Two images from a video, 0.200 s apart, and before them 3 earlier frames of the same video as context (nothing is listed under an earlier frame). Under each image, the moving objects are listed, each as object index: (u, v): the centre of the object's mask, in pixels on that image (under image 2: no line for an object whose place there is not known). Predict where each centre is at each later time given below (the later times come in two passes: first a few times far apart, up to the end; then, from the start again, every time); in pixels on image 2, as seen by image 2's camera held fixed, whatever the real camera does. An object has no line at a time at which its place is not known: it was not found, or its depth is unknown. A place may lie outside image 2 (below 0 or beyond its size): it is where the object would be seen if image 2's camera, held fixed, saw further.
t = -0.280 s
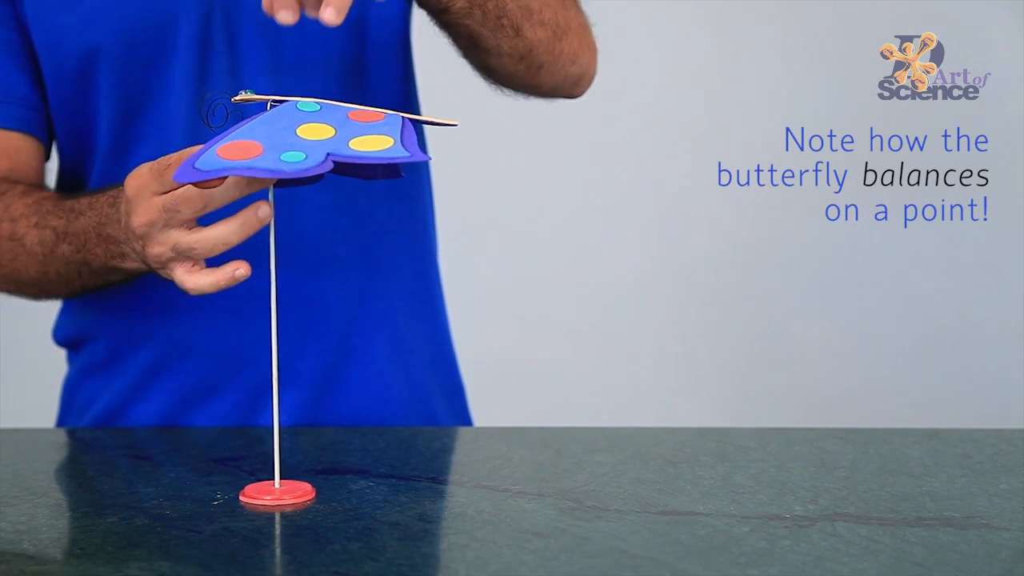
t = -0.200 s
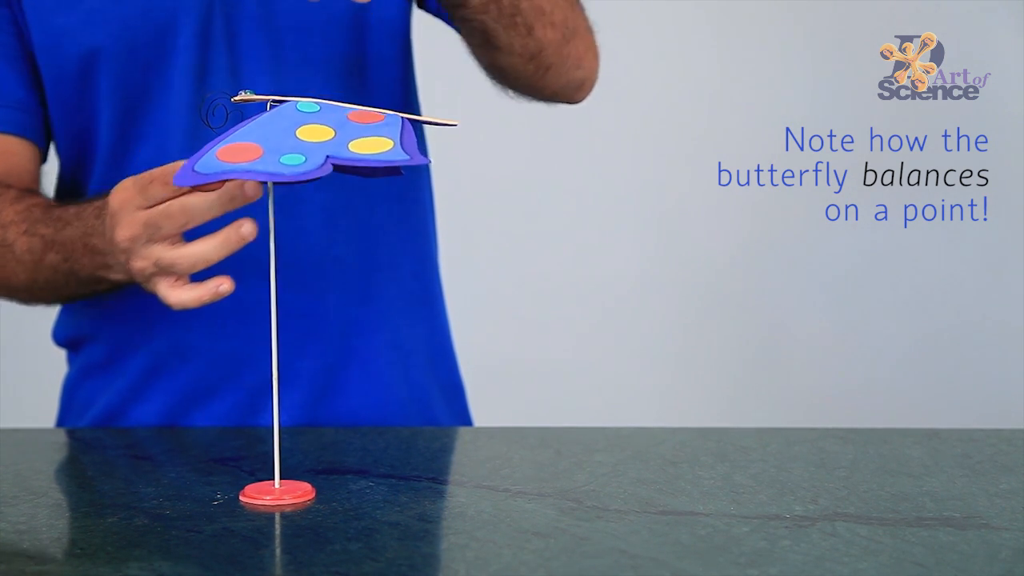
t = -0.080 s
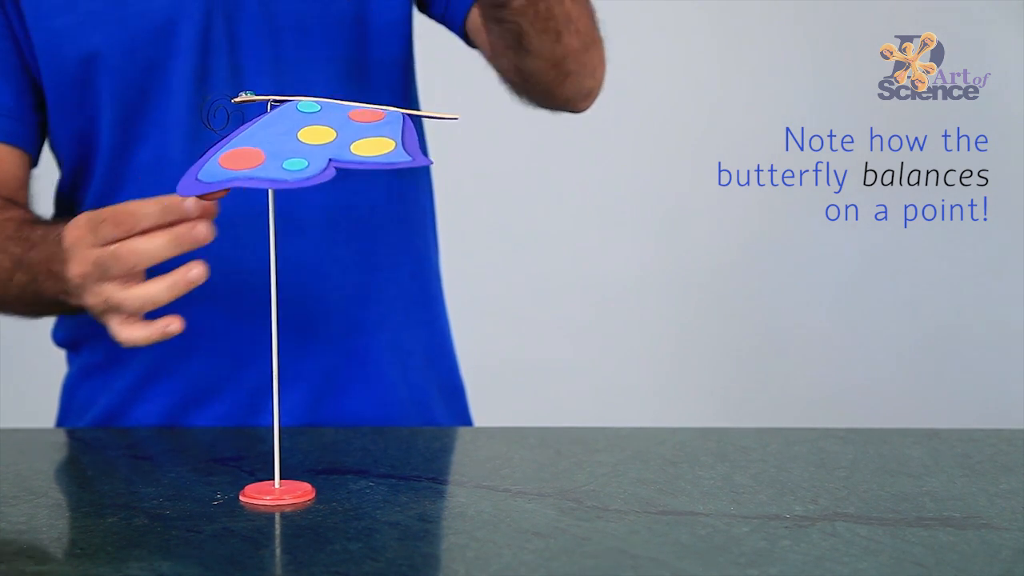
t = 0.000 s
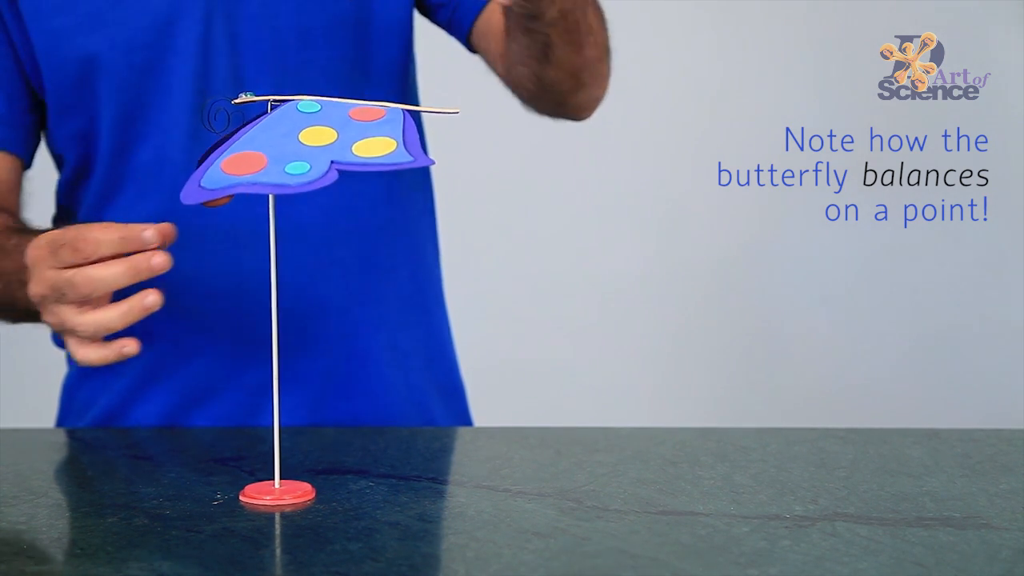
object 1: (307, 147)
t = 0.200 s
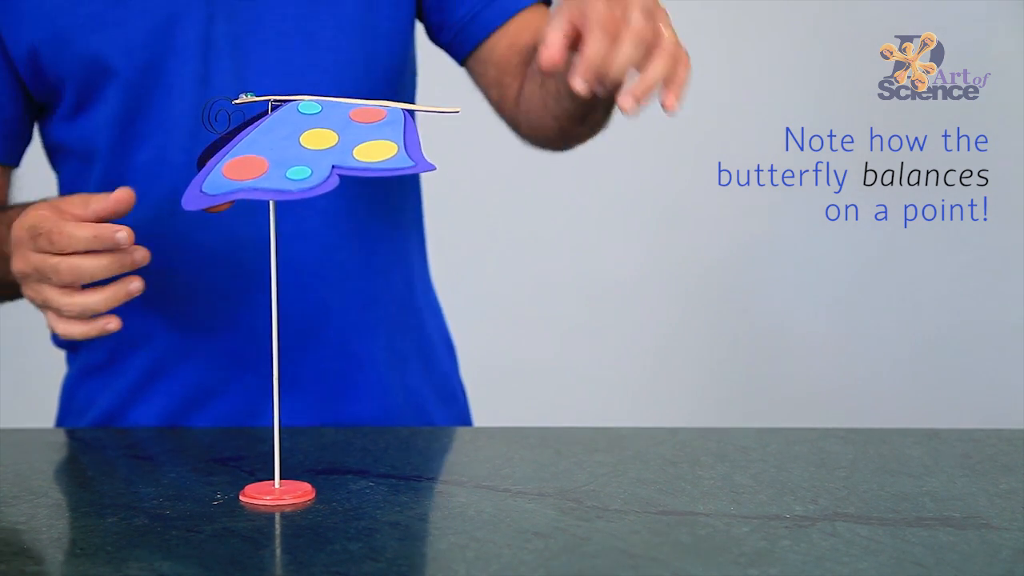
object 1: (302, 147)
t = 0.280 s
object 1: (301, 147)
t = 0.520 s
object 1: (306, 146)
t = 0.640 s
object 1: (310, 142)
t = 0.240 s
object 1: (306, 150)
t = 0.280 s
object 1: (301, 147)
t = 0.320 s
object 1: (300, 147)
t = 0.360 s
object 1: (304, 149)
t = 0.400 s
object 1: (304, 149)
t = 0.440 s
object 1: (304, 148)
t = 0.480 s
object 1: (306, 147)
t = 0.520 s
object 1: (306, 146)
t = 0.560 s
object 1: (307, 144)
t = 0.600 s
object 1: (308, 143)
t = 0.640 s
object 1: (310, 142)
